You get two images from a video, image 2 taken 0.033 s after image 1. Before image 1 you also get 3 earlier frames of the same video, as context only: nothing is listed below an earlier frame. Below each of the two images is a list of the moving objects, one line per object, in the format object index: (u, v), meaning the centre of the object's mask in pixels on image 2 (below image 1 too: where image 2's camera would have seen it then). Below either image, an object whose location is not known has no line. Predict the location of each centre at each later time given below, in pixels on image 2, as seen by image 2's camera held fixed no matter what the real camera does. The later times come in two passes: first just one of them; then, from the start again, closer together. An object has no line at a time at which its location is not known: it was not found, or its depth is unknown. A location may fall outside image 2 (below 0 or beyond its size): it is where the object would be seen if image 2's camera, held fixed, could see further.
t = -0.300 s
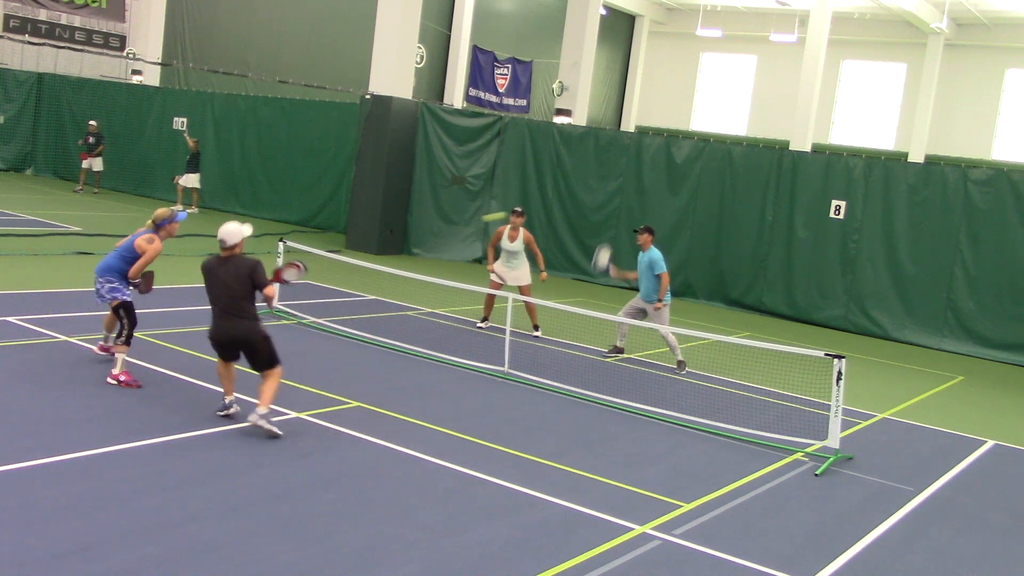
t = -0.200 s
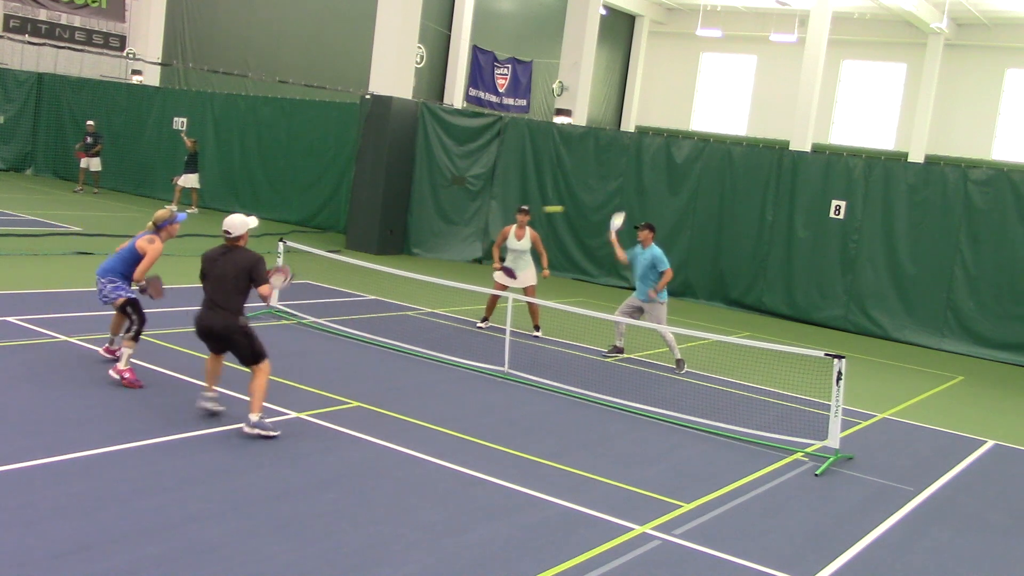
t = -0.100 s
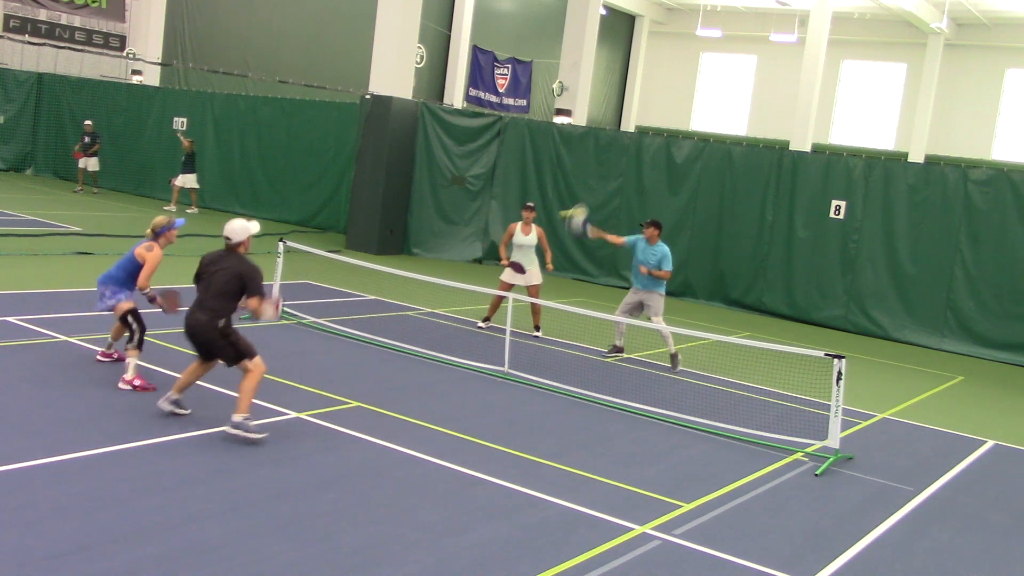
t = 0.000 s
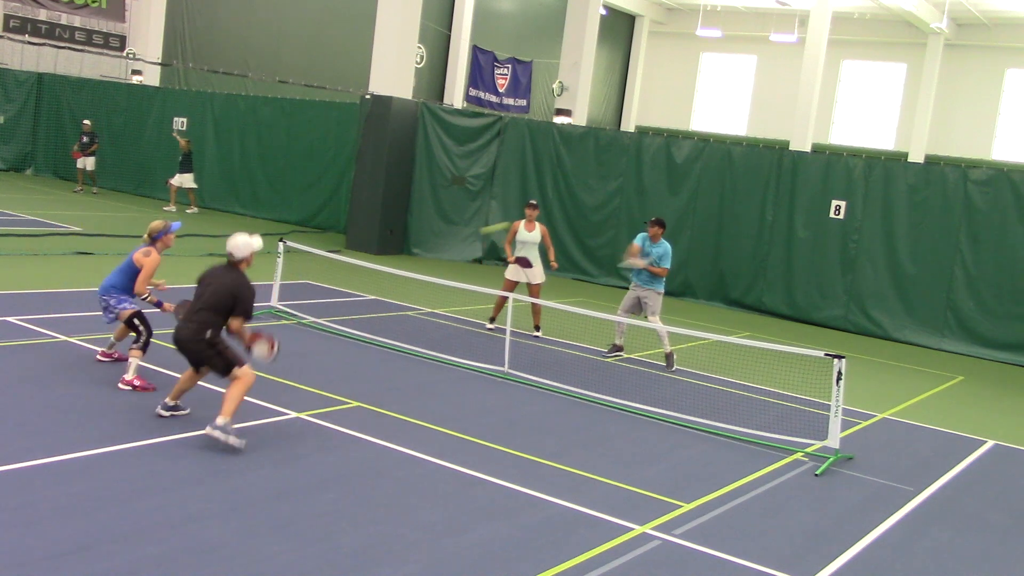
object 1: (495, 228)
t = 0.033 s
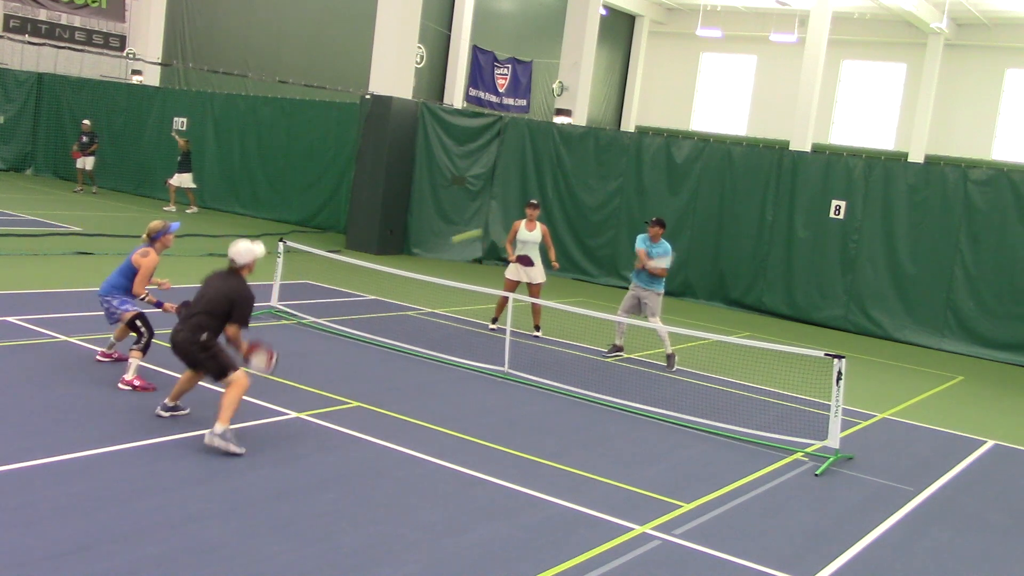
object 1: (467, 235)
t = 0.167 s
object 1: (341, 282)
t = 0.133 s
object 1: (371, 270)
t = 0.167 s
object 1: (341, 282)
